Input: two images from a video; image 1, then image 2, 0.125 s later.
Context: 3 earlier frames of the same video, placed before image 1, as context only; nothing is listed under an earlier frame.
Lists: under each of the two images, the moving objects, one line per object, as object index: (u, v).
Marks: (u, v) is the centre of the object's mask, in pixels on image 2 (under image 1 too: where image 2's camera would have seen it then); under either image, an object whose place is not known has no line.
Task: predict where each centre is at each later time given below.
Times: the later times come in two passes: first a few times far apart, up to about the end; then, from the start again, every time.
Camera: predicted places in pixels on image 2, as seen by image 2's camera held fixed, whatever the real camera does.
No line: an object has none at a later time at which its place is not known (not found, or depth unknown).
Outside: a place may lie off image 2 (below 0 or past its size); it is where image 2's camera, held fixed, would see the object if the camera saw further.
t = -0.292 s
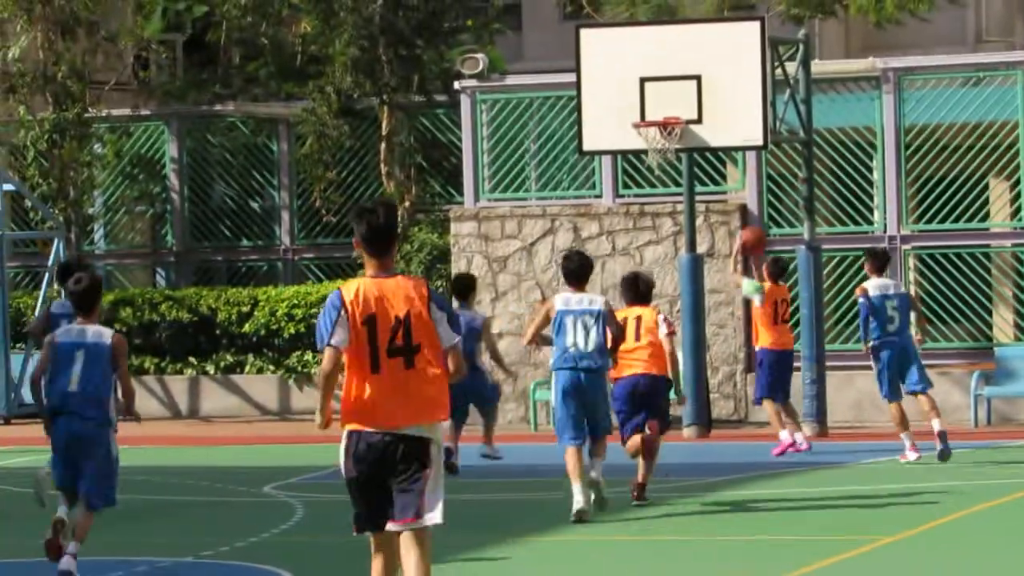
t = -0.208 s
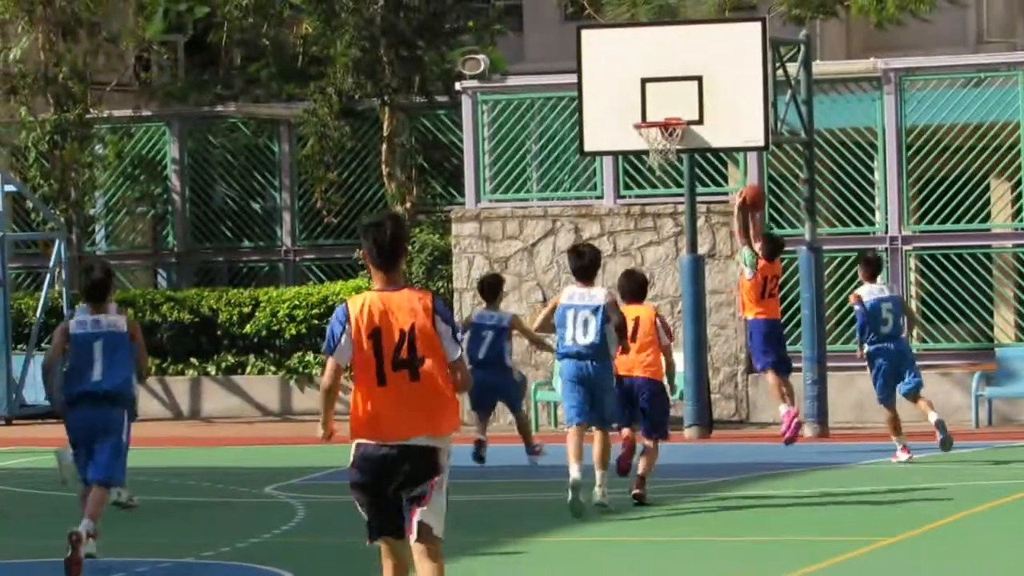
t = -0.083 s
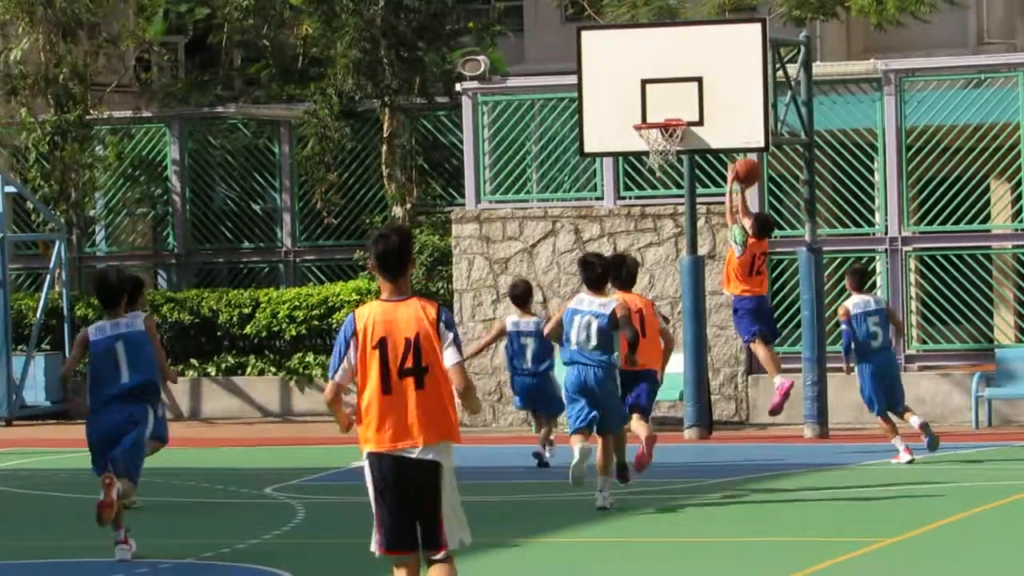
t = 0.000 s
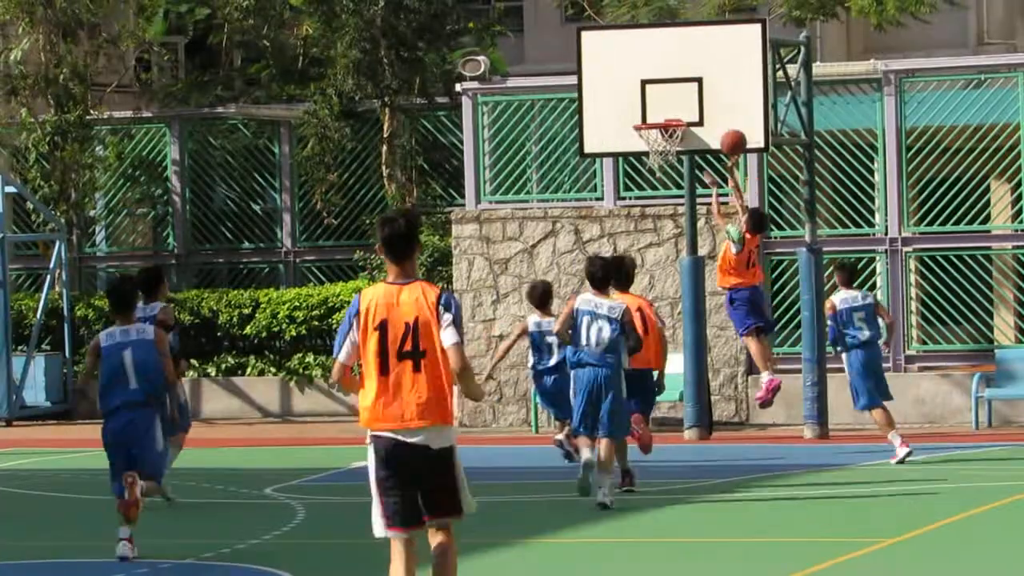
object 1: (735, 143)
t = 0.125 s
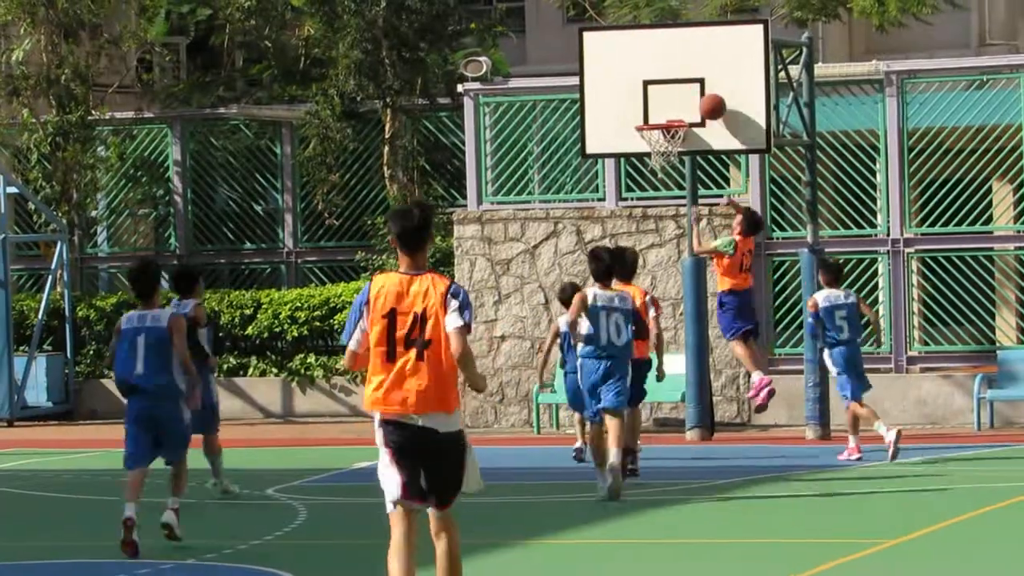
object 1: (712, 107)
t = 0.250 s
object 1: (690, 93)
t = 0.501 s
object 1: (648, 121)
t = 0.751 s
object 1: (674, 135)
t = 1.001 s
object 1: (653, 177)
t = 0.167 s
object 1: (705, 99)
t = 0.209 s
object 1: (698, 95)
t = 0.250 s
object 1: (690, 93)
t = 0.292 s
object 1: (683, 93)
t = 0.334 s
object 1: (676, 95)
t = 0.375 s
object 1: (669, 99)
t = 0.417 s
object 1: (662, 104)
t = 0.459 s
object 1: (654, 112)
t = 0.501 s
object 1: (648, 121)
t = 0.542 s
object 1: (656, 120)
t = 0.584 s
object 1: (662, 131)
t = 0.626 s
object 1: (673, 139)
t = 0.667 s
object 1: (676, 138)
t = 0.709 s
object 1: (676, 139)
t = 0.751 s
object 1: (674, 135)
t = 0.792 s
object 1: (671, 139)
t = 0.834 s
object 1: (668, 147)
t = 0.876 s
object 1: (664, 157)
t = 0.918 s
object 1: (659, 165)
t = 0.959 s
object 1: (654, 170)
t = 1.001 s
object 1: (653, 177)
